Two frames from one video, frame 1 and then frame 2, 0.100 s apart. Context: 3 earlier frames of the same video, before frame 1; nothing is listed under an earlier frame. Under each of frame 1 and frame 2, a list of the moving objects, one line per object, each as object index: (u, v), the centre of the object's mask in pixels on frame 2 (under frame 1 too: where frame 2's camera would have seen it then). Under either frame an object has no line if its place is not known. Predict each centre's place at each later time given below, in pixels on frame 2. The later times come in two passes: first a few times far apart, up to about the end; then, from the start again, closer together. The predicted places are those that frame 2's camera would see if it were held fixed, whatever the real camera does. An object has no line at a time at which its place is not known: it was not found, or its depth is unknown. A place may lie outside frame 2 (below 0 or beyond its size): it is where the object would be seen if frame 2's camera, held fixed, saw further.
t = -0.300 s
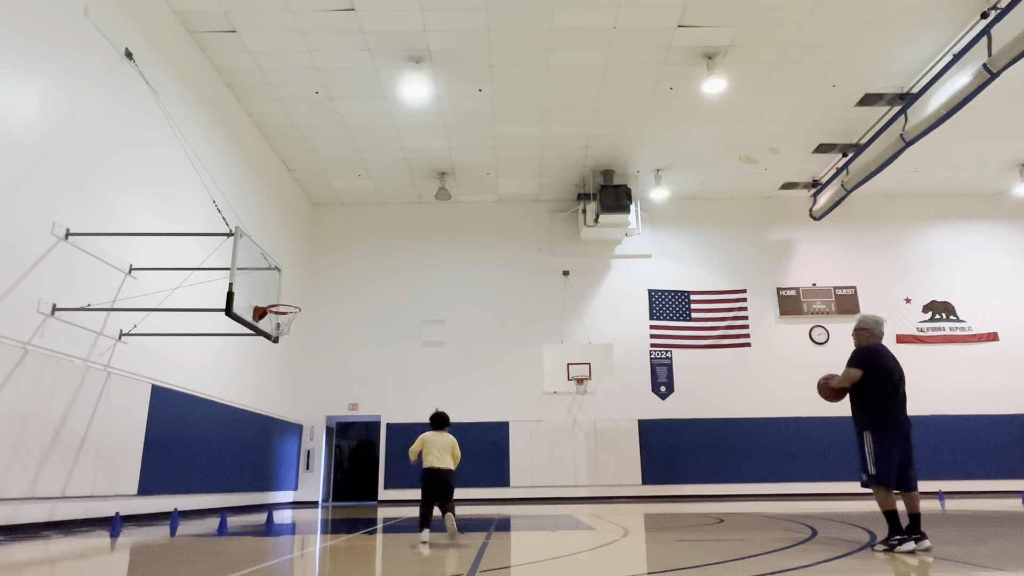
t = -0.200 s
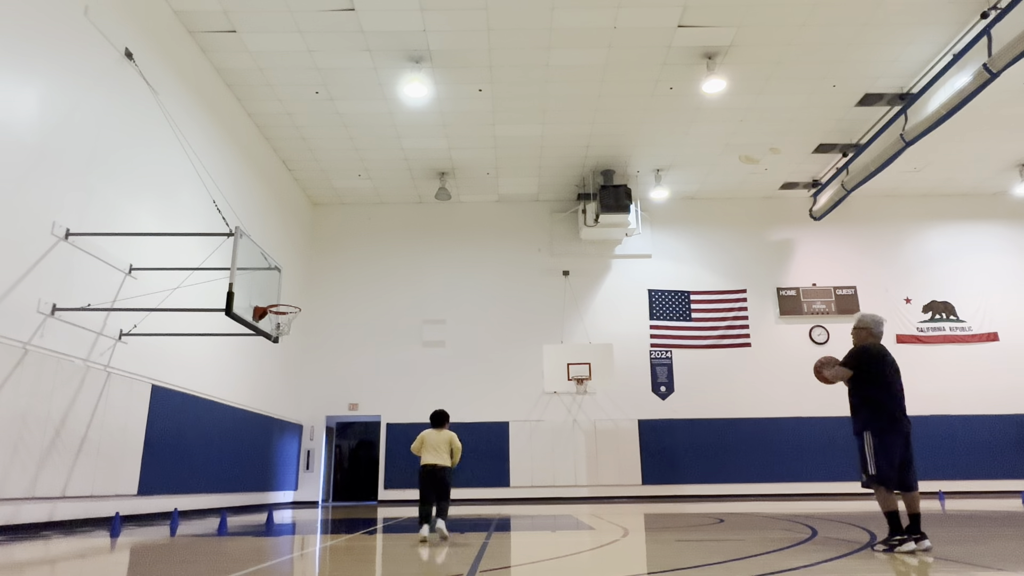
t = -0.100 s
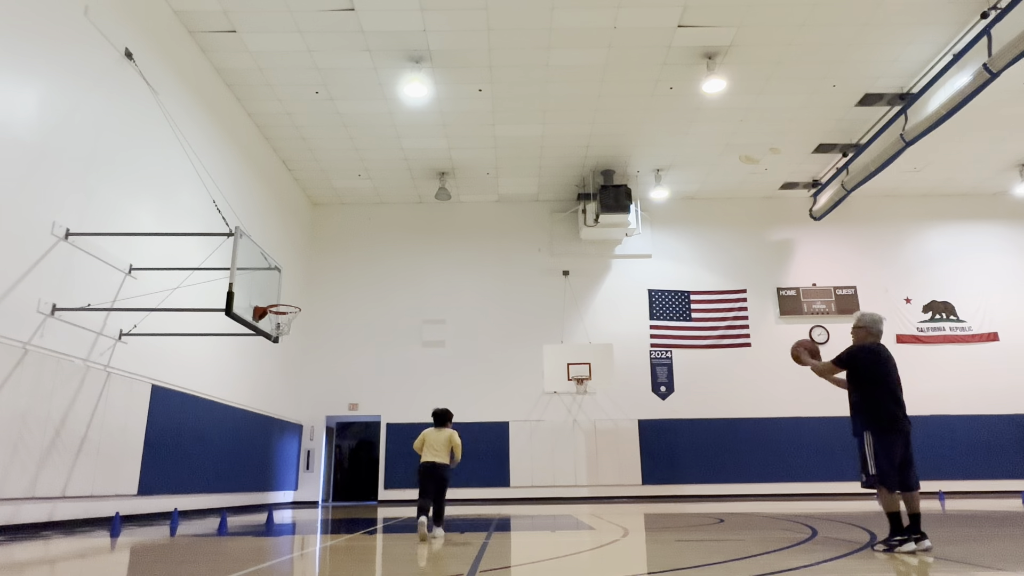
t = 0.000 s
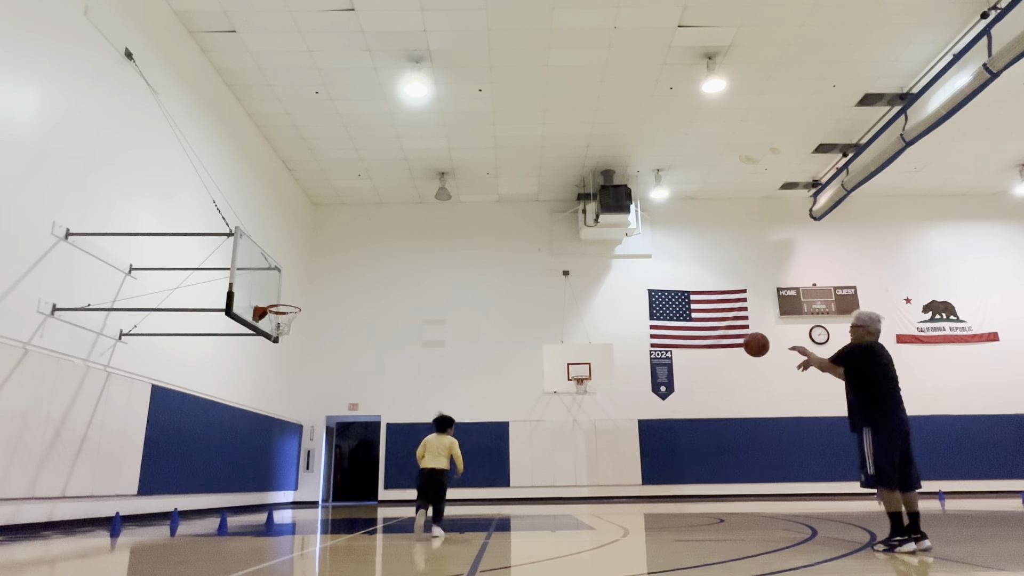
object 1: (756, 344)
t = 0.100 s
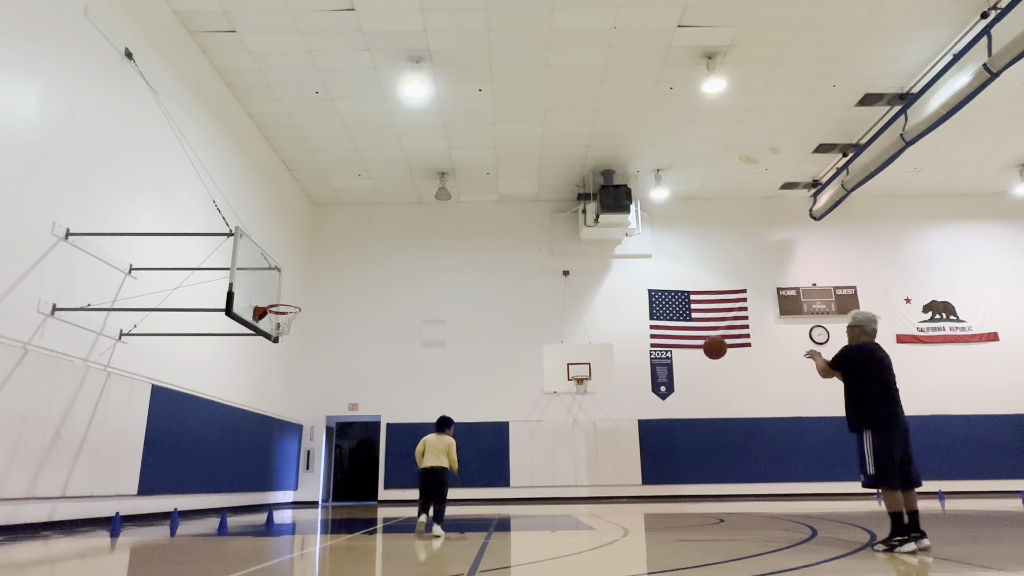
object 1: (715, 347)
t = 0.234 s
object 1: (669, 365)
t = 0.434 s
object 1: (613, 414)
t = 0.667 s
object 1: (560, 500)
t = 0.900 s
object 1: (537, 460)
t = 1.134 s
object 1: (521, 436)
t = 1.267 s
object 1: (513, 440)
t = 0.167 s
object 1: (691, 355)
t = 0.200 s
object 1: (680, 359)
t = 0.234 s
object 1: (669, 365)
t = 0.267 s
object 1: (658, 371)
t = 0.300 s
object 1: (648, 379)
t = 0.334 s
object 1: (639, 386)
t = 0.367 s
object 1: (630, 395)
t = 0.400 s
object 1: (621, 404)
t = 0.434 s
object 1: (613, 414)
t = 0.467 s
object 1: (605, 424)
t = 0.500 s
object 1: (597, 436)
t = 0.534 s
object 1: (589, 447)
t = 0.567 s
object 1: (582, 460)
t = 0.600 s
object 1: (574, 472)
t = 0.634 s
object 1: (567, 486)
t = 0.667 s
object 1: (560, 500)
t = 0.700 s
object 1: (554, 515)
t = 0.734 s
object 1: (551, 505)
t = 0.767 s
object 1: (548, 494)
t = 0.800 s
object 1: (545, 484)
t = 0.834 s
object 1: (542, 475)
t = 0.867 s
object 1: (540, 467)
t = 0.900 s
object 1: (537, 460)
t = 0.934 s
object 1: (535, 454)
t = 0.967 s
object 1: (532, 449)
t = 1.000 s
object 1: (530, 444)
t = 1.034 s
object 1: (527, 441)
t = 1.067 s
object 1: (525, 438)
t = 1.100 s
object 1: (523, 437)
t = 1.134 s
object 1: (521, 436)
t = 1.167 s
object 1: (519, 436)
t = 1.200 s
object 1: (517, 436)
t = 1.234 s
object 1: (515, 438)
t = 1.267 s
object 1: (513, 440)
